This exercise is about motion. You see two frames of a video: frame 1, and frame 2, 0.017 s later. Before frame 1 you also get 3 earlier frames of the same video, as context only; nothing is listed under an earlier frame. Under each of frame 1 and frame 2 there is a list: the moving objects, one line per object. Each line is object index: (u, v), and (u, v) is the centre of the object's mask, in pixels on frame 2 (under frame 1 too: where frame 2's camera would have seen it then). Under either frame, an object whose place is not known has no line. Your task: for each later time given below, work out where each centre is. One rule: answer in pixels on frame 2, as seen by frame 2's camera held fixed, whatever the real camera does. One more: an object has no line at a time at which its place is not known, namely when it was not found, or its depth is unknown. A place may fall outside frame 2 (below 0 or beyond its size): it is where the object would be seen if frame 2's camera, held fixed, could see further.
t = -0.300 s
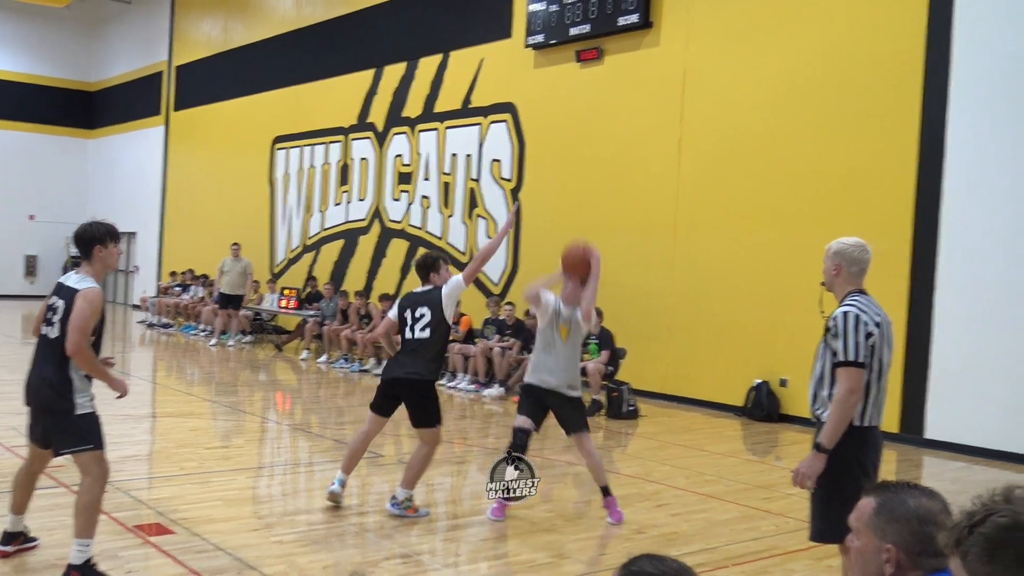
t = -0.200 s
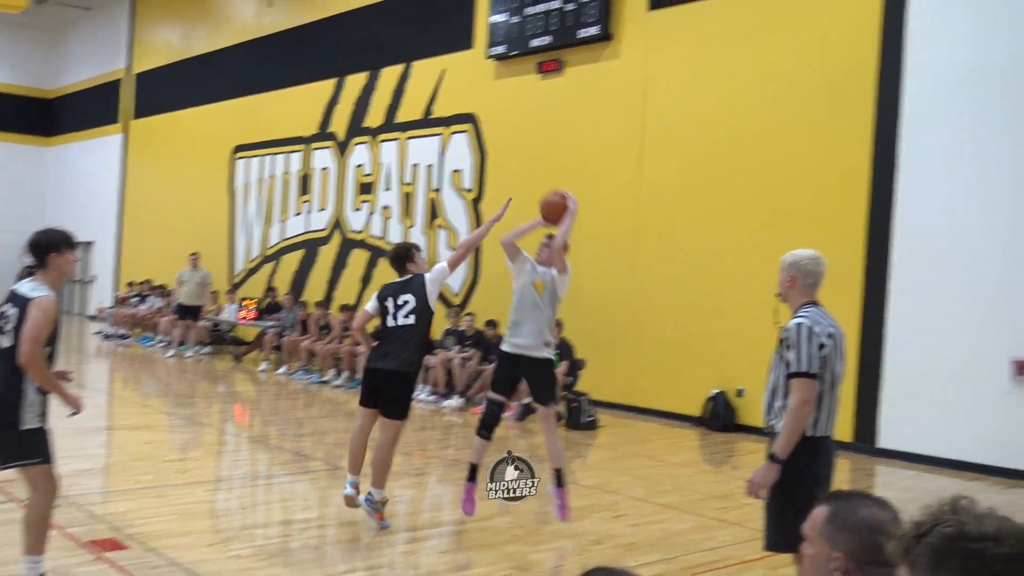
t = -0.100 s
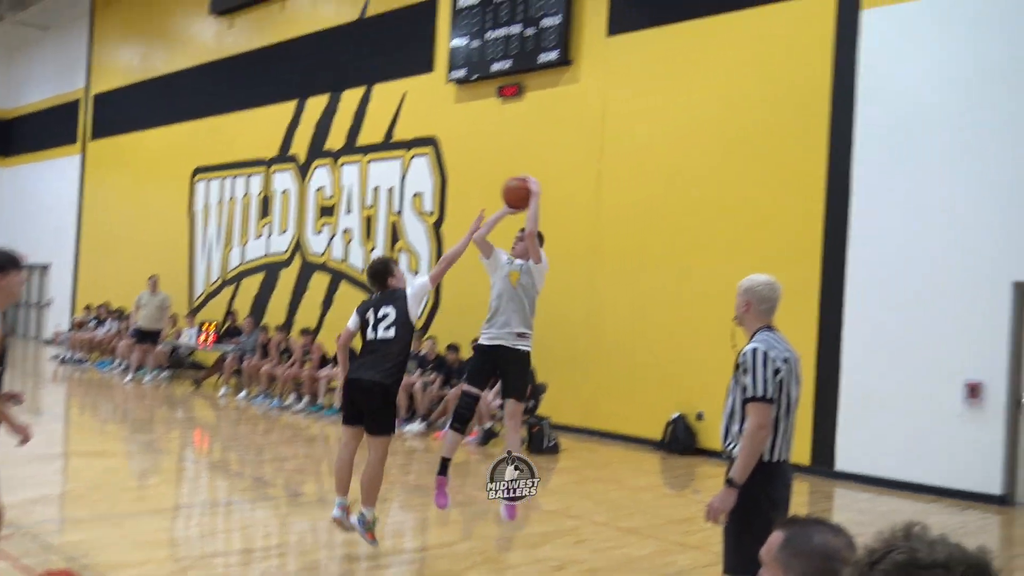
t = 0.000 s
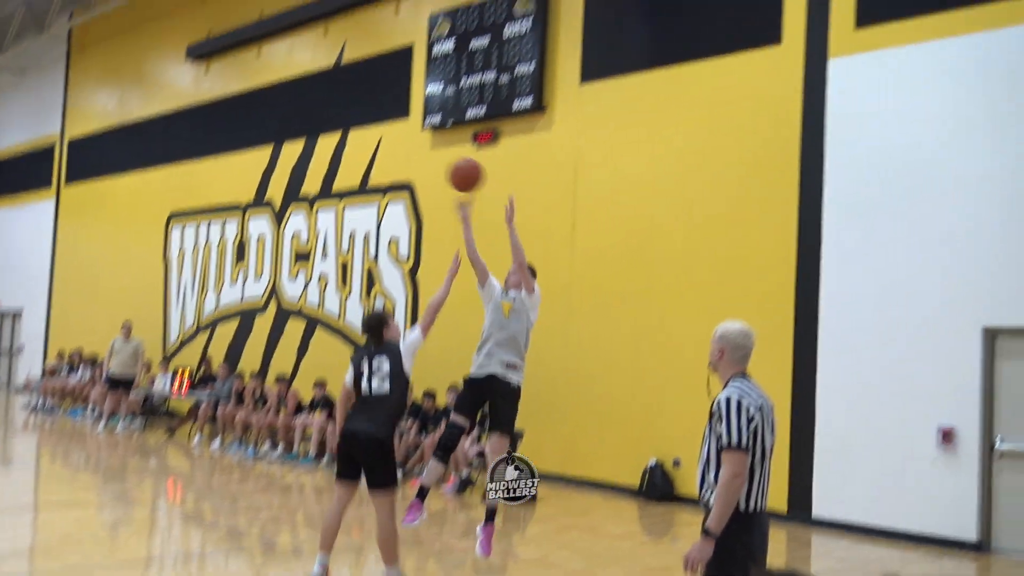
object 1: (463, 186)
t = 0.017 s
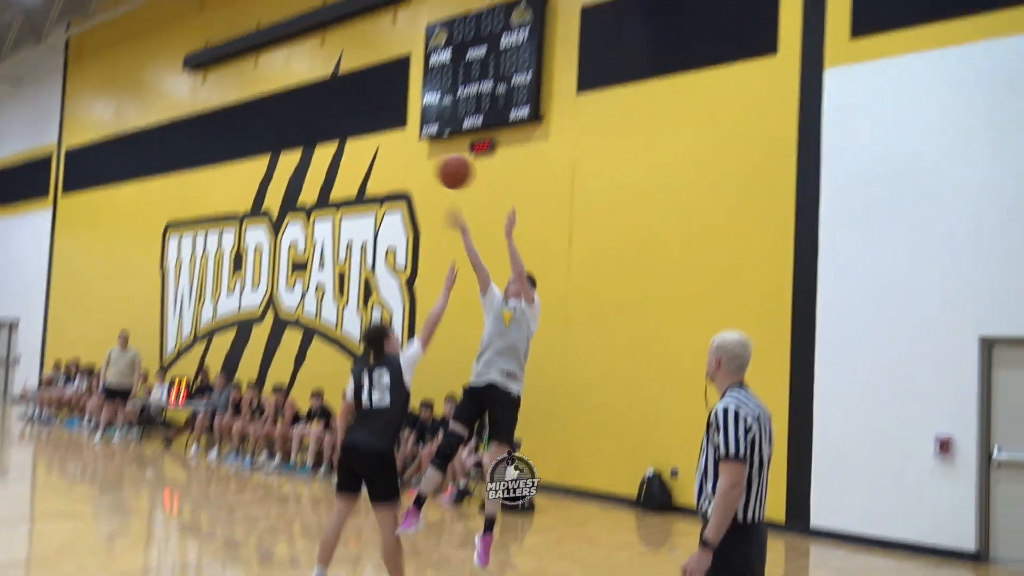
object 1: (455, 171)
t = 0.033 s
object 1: (446, 157)
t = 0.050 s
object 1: (438, 145)
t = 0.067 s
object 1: (430, 132)
